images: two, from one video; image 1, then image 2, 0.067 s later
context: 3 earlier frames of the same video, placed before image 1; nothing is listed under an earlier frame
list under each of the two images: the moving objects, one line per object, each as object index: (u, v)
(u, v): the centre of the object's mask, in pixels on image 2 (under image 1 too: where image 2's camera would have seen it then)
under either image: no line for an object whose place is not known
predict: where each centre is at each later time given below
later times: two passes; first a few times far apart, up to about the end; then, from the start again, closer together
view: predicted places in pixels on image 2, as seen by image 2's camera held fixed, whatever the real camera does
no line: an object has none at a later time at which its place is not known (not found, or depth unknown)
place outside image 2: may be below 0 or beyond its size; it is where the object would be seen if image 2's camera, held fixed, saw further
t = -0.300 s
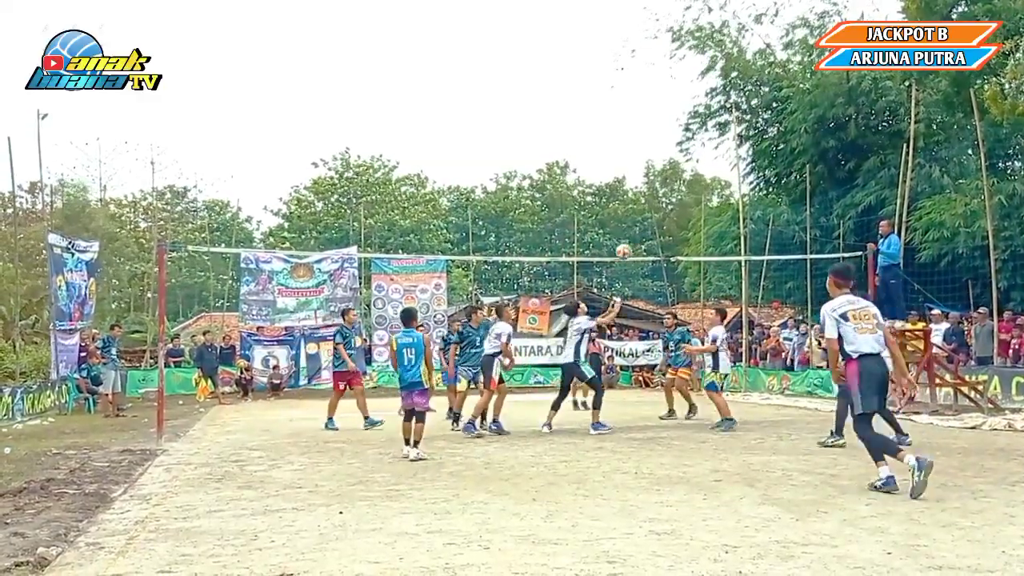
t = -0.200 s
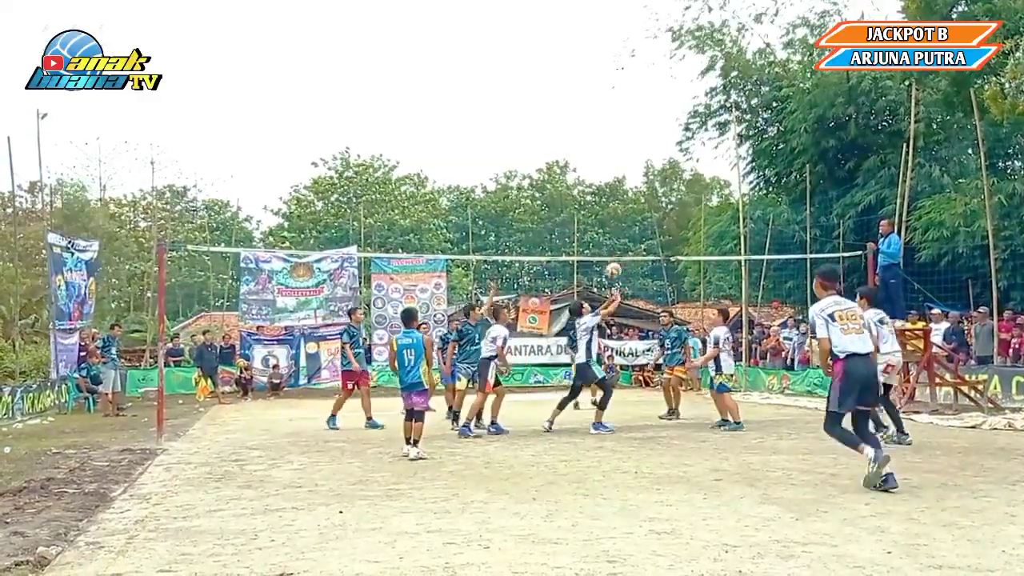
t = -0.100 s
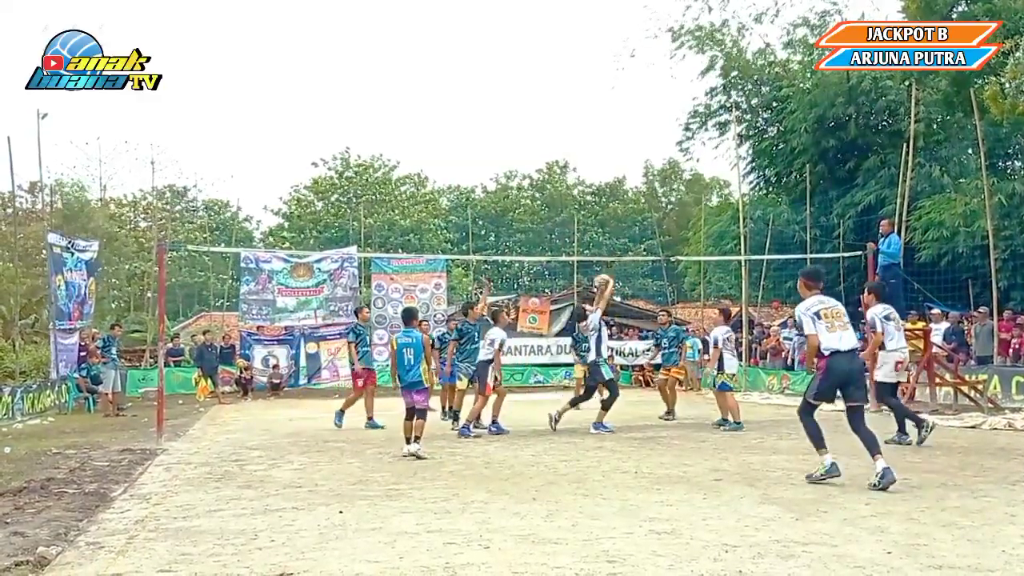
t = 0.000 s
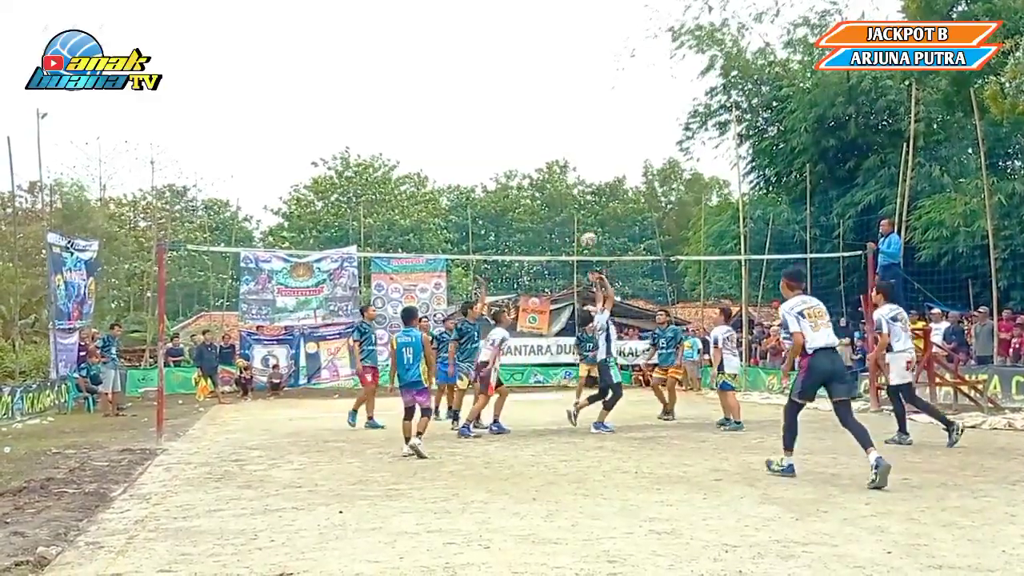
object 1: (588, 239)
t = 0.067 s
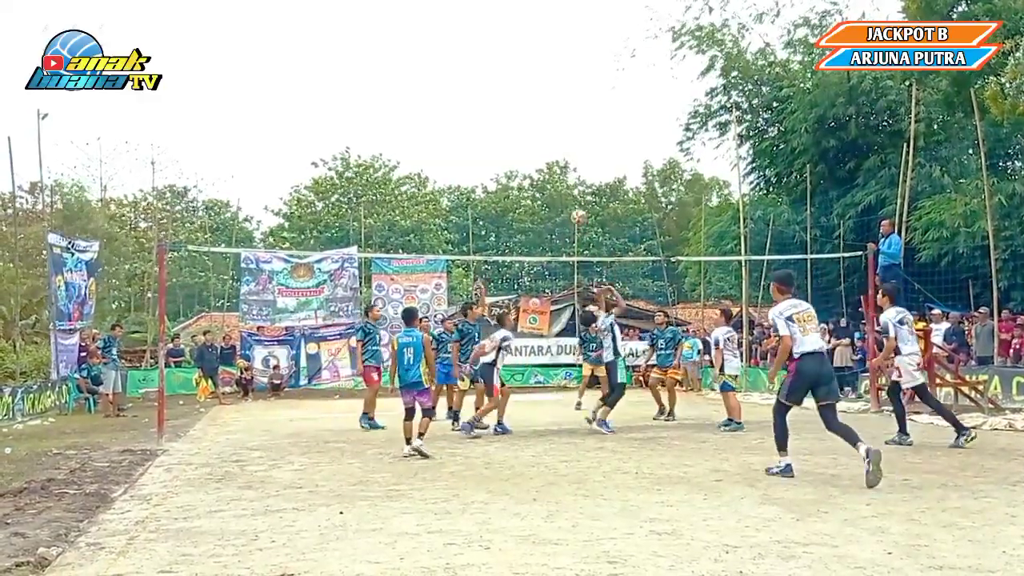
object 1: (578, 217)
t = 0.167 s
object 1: (566, 186)
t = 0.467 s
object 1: (522, 144)
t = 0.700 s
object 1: (491, 154)
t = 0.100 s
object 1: (574, 206)
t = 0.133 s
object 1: (570, 196)
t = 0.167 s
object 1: (566, 186)
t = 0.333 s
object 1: (541, 155)
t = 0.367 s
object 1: (536, 151)
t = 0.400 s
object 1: (531, 148)
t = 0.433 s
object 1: (527, 145)
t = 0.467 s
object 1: (522, 144)
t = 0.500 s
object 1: (518, 142)
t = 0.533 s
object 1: (513, 143)
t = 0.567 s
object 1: (509, 142)
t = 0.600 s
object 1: (505, 144)
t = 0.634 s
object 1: (500, 147)
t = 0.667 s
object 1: (496, 150)
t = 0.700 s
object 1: (491, 154)
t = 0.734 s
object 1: (487, 158)
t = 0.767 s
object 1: (483, 164)
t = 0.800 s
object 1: (478, 171)
